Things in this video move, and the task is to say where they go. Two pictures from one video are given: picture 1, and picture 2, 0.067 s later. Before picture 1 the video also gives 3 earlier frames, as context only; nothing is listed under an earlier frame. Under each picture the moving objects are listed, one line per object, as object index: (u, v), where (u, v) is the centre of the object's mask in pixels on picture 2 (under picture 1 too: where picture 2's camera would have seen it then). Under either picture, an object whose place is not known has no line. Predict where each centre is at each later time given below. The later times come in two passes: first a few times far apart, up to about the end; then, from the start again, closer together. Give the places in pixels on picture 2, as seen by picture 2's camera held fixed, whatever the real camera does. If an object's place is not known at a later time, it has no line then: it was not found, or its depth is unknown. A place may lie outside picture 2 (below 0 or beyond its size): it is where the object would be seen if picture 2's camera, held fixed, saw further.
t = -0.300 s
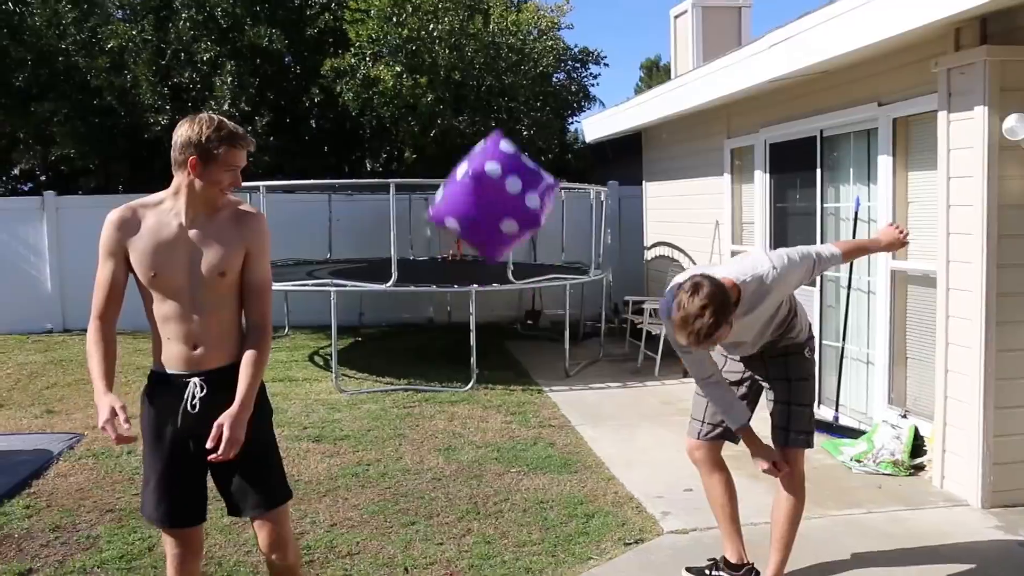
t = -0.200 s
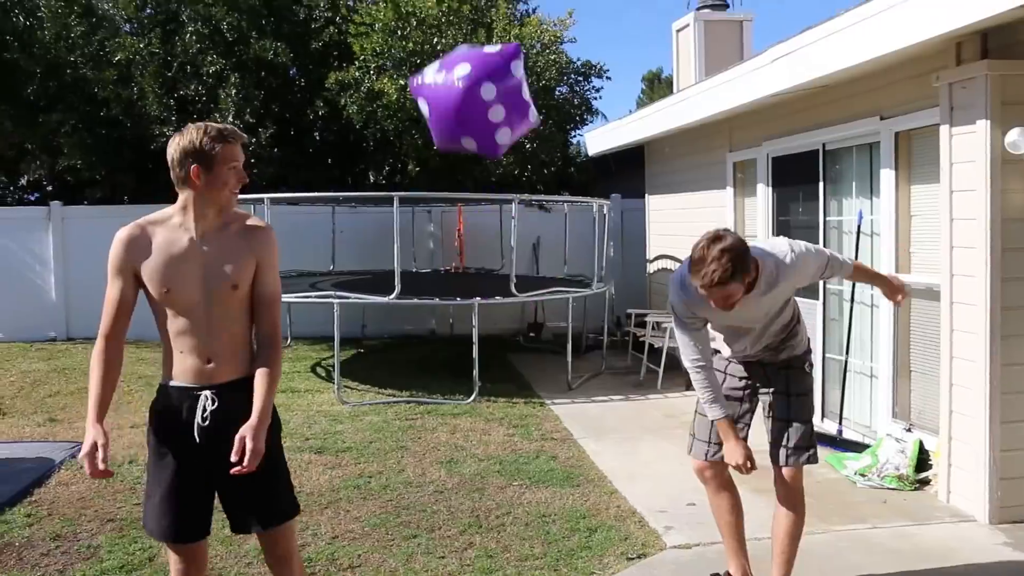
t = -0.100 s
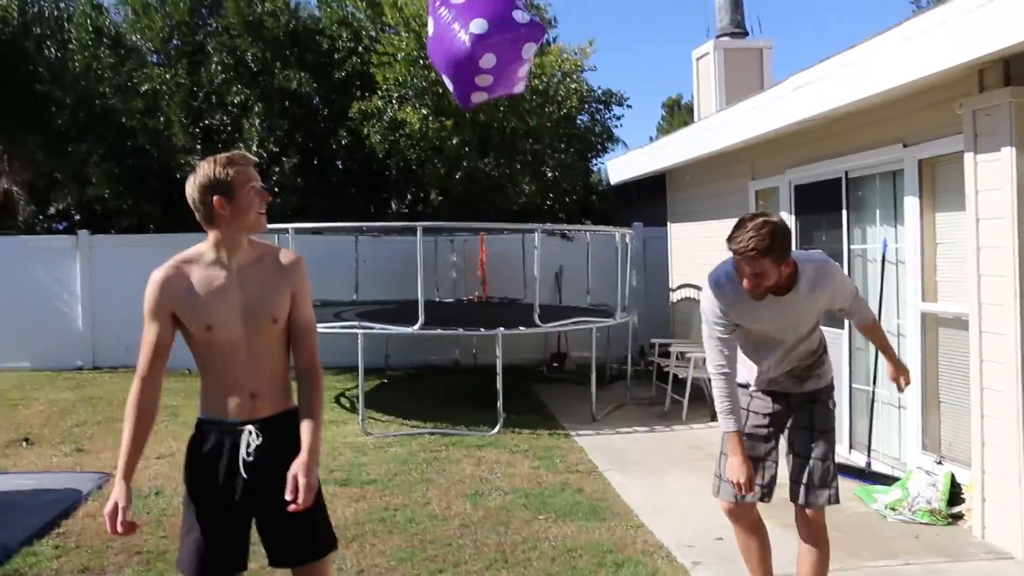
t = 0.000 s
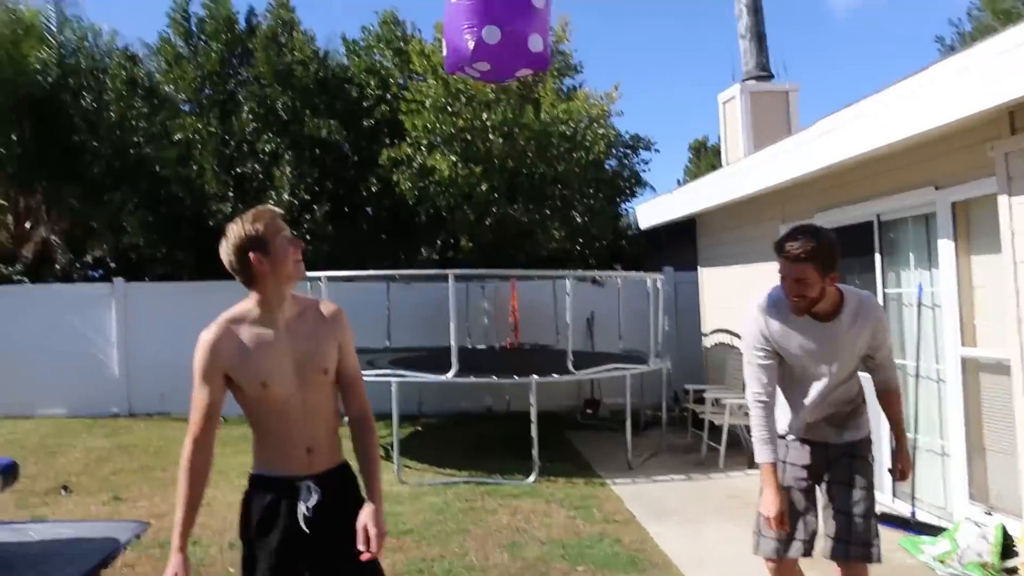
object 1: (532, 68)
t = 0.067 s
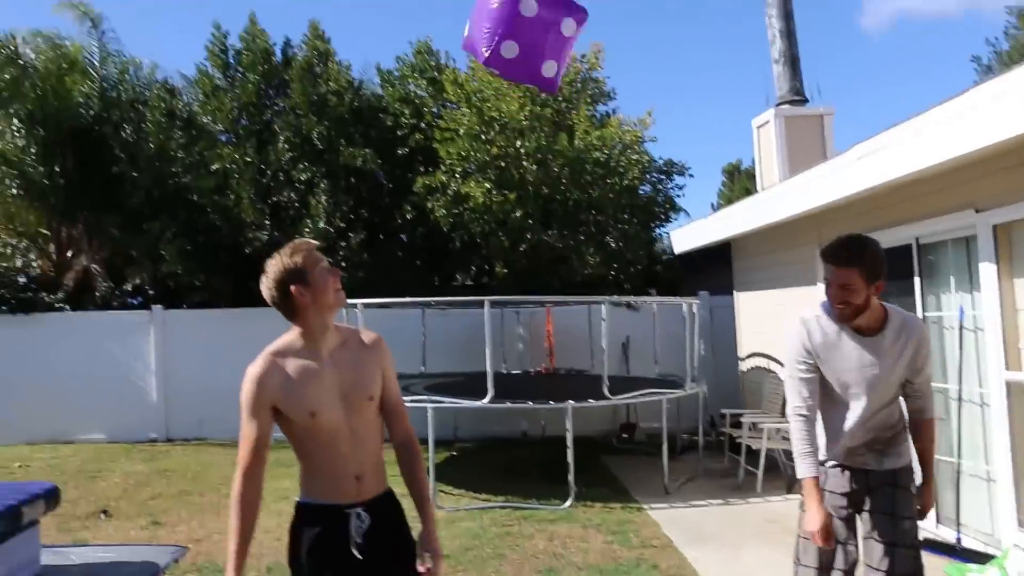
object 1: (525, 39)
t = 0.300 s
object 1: (502, 34)
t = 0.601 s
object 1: (487, 152)
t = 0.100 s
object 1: (520, 32)
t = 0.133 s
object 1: (516, 28)
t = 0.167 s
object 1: (512, 25)
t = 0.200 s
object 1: (506, 21)
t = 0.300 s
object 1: (502, 34)
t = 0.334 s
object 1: (504, 39)
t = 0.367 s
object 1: (502, 42)
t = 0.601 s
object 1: (487, 152)
